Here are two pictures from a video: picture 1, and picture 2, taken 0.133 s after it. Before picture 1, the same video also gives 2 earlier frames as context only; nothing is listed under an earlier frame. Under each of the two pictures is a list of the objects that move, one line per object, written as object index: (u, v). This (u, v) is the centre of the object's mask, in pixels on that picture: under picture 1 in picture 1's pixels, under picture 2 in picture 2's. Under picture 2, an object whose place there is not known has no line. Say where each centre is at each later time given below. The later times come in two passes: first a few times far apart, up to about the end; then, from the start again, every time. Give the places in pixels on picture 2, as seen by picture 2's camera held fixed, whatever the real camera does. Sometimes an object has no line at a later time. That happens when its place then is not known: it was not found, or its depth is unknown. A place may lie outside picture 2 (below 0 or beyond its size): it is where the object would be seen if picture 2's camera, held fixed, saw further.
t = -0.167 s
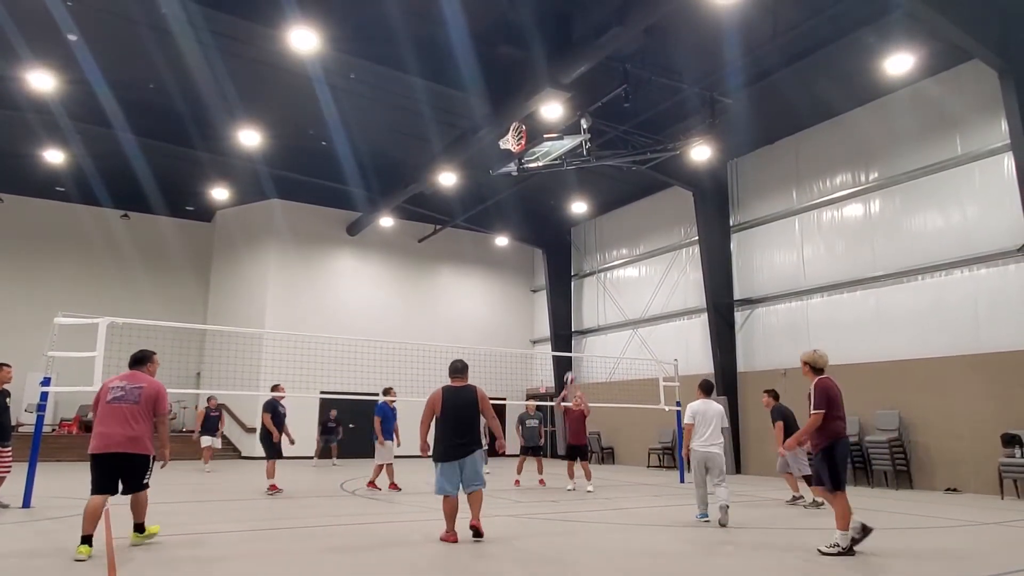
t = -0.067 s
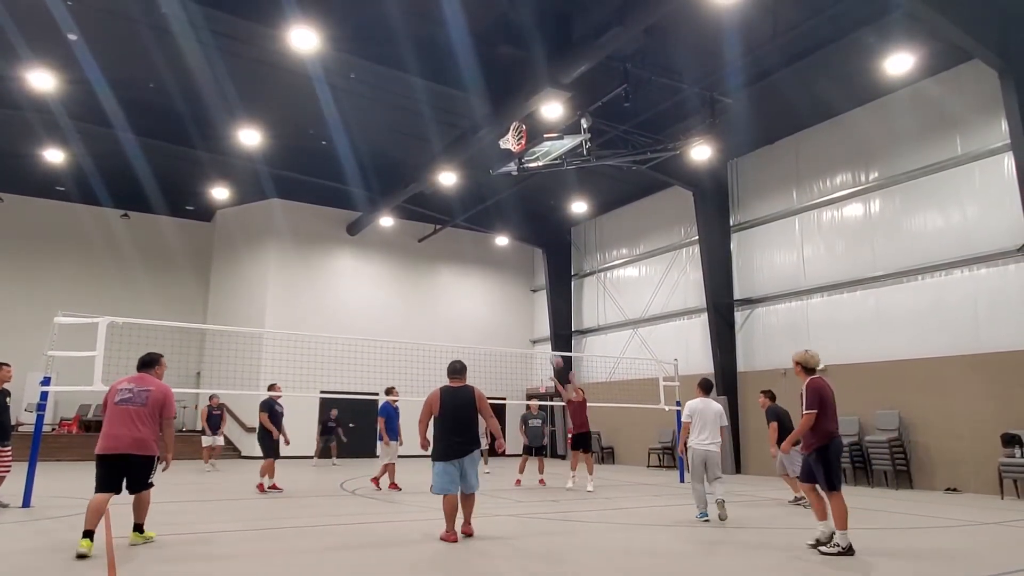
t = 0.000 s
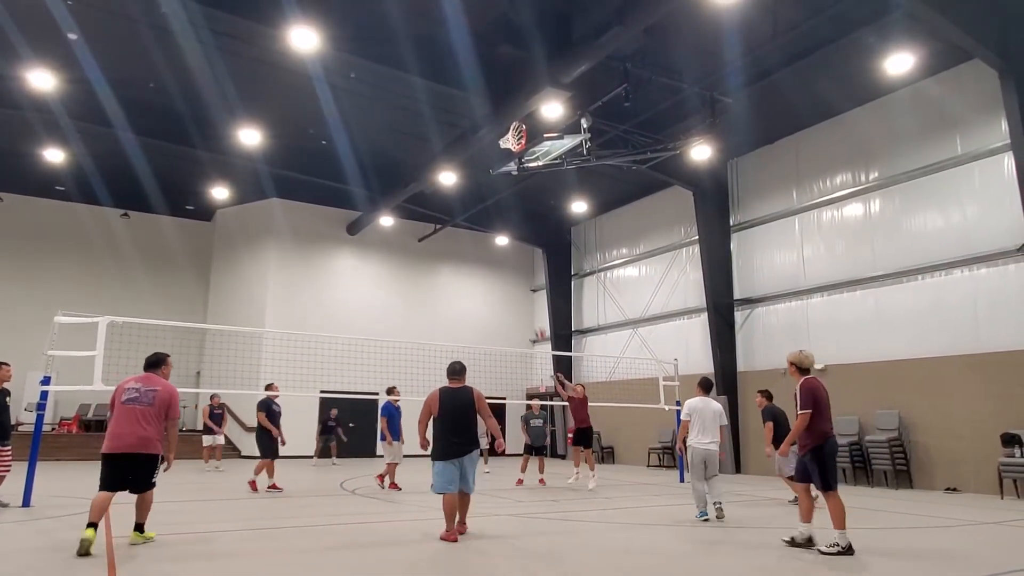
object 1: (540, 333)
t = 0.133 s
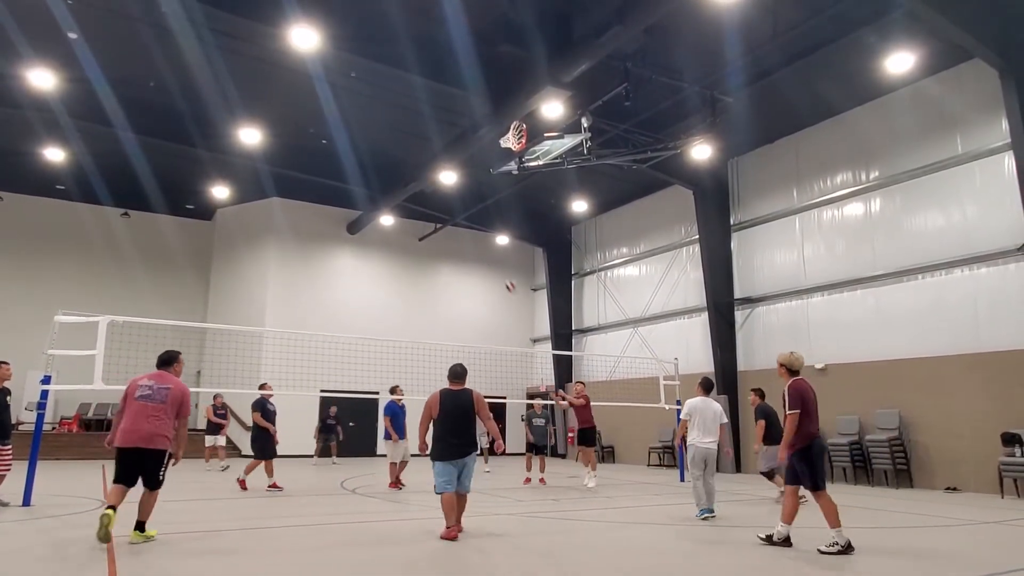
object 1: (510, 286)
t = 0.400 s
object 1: (450, 223)
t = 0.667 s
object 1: (384, 202)
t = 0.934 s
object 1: (311, 226)
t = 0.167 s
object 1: (503, 275)
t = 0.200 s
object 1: (496, 265)
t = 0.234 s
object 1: (489, 257)
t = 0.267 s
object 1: (481, 249)
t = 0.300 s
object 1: (473, 242)
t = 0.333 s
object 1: (466, 235)
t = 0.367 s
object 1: (458, 229)
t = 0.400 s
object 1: (450, 223)
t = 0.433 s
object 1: (442, 218)
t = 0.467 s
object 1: (434, 215)
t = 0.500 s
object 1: (426, 211)
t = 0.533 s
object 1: (418, 208)
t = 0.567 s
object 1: (410, 205)
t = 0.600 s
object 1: (401, 203)
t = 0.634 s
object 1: (393, 202)
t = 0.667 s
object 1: (384, 202)
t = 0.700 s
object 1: (375, 203)
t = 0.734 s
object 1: (367, 204)
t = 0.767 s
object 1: (358, 206)
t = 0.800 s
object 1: (349, 208)
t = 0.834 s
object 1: (339, 212)
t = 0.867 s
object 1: (330, 216)
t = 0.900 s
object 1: (320, 221)
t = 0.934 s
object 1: (311, 226)
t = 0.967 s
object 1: (301, 233)
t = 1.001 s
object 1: (290, 240)
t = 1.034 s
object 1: (279, 250)
